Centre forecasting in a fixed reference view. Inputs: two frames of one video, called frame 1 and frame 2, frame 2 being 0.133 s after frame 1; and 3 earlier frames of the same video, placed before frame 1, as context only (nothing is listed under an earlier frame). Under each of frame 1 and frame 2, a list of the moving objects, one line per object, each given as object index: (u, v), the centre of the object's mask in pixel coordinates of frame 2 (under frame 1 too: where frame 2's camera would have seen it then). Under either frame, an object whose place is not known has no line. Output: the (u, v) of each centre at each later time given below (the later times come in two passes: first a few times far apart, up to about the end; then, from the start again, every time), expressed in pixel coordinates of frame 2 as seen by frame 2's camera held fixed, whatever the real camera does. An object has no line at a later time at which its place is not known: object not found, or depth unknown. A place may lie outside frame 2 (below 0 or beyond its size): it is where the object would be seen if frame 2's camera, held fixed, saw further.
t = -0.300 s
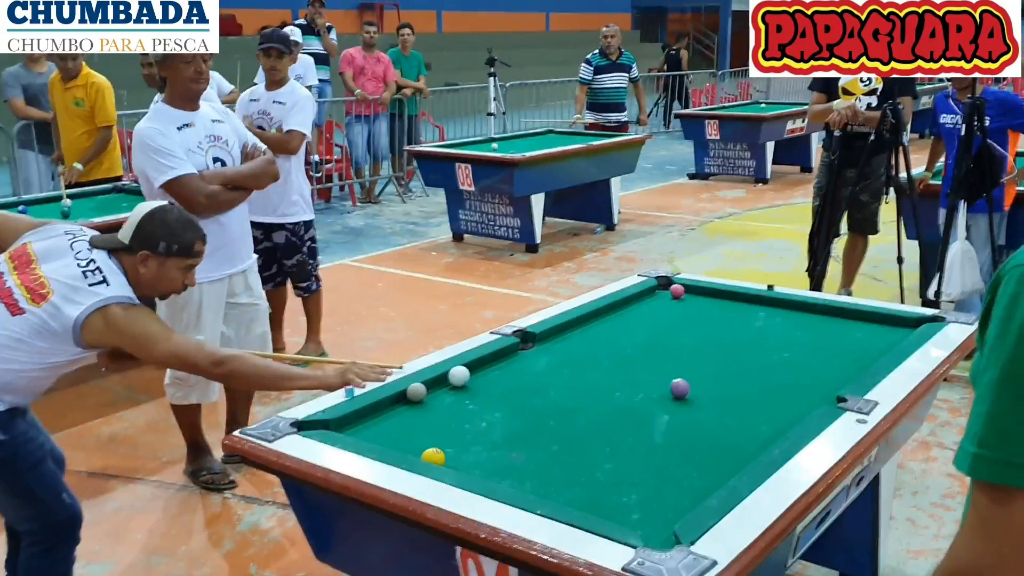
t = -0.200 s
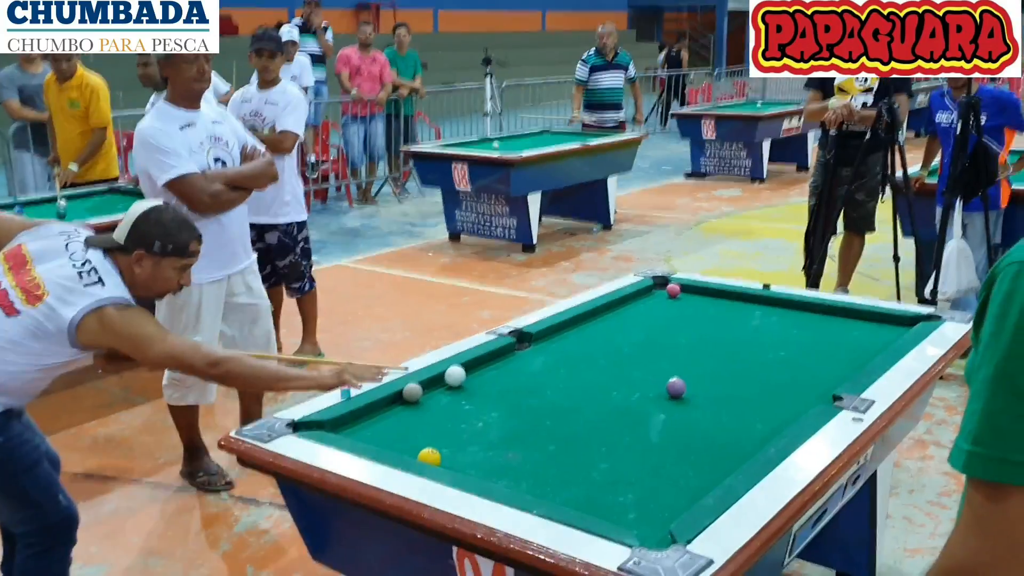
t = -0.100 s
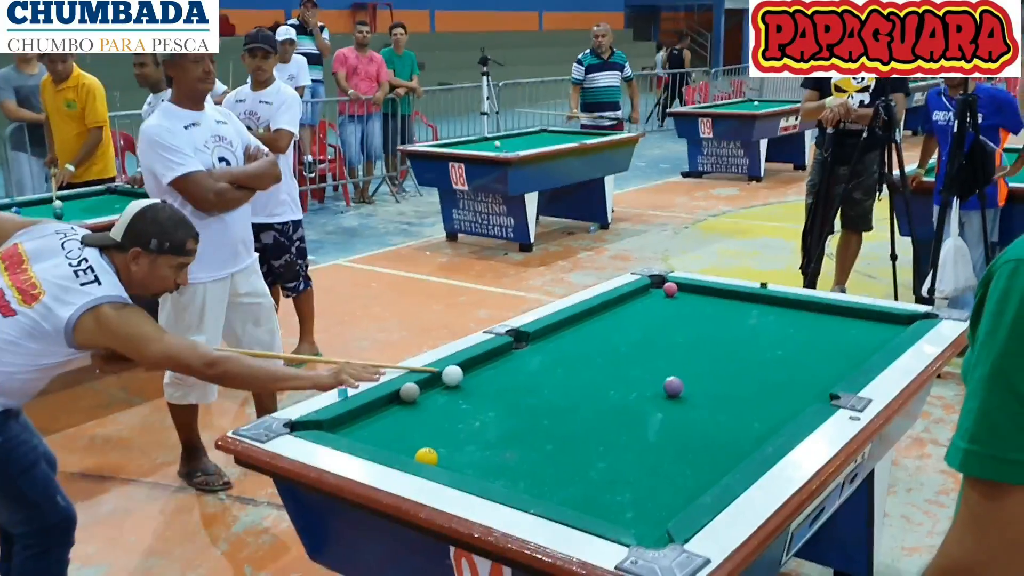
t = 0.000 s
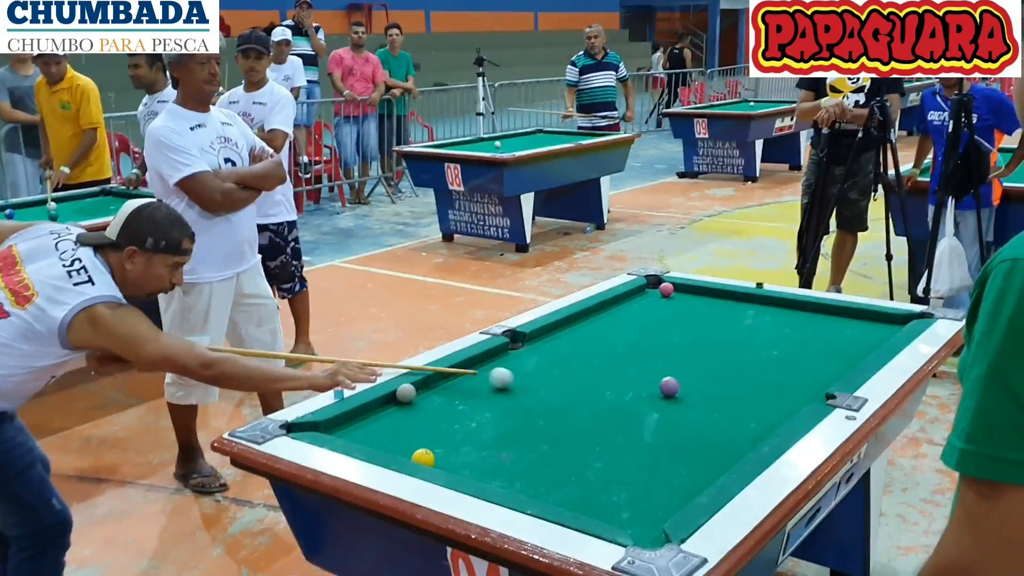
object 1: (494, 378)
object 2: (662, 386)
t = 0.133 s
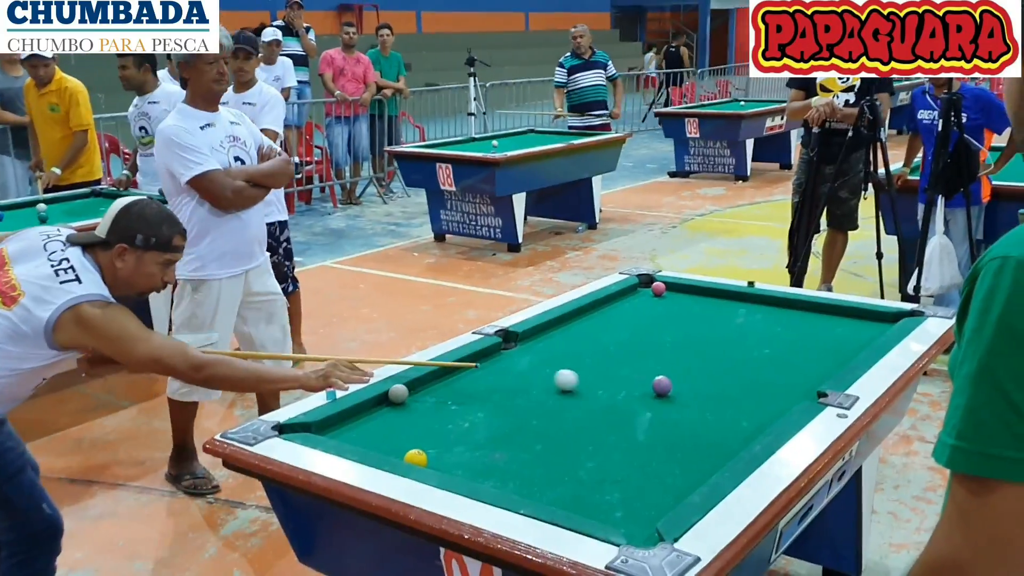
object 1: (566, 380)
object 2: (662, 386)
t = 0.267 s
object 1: (639, 382)
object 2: (662, 386)
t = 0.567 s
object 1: (703, 379)
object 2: (800, 396)
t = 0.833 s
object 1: (761, 378)
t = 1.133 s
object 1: (820, 374)
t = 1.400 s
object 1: (807, 366)
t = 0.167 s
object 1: (585, 380)
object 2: (662, 386)
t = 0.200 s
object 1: (603, 381)
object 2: (662, 386)
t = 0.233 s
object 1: (621, 382)
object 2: (662, 386)
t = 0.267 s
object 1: (639, 382)
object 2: (662, 386)
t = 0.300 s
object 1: (645, 382)
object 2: (679, 387)
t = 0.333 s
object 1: (651, 382)
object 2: (698, 389)
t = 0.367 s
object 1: (658, 381)
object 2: (715, 391)
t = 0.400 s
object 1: (666, 381)
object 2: (729, 392)
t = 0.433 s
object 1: (673, 381)
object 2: (744, 394)
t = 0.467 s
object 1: (681, 380)
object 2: (758, 396)
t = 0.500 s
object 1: (688, 380)
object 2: (772, 396)
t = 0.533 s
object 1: (696, 380)
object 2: (787, 398)
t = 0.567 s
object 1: (703, 379)
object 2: (800, 396)
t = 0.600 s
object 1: (711, 379)
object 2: (814, 397)
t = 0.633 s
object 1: (718, 379)
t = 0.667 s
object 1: (725, 379)
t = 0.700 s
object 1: (732, 379)
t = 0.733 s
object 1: (739, 378)
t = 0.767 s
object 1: (747, 378)
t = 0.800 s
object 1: (754, 378)
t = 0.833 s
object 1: (761, 378)
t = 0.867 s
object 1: (768, 377)
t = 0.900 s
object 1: (774, 377)
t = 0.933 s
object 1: (781, 377)
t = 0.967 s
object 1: (788, 377)
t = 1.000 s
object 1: (795, 376)
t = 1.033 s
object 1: (802, 376)
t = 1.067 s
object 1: (808, 376)
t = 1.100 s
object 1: (814, 376)
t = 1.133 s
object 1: (820, 374)
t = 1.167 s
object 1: (823, 374)
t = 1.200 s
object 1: (821, 373)
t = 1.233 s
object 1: (819, 372)
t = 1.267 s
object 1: (816, 371)
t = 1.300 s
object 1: (814, 370)
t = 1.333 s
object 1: (812, 369)
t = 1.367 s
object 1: (810, 367)
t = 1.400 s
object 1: (807, 366)
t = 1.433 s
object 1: (805, 365)
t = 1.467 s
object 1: (803, 364)
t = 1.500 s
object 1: (801, 363)
